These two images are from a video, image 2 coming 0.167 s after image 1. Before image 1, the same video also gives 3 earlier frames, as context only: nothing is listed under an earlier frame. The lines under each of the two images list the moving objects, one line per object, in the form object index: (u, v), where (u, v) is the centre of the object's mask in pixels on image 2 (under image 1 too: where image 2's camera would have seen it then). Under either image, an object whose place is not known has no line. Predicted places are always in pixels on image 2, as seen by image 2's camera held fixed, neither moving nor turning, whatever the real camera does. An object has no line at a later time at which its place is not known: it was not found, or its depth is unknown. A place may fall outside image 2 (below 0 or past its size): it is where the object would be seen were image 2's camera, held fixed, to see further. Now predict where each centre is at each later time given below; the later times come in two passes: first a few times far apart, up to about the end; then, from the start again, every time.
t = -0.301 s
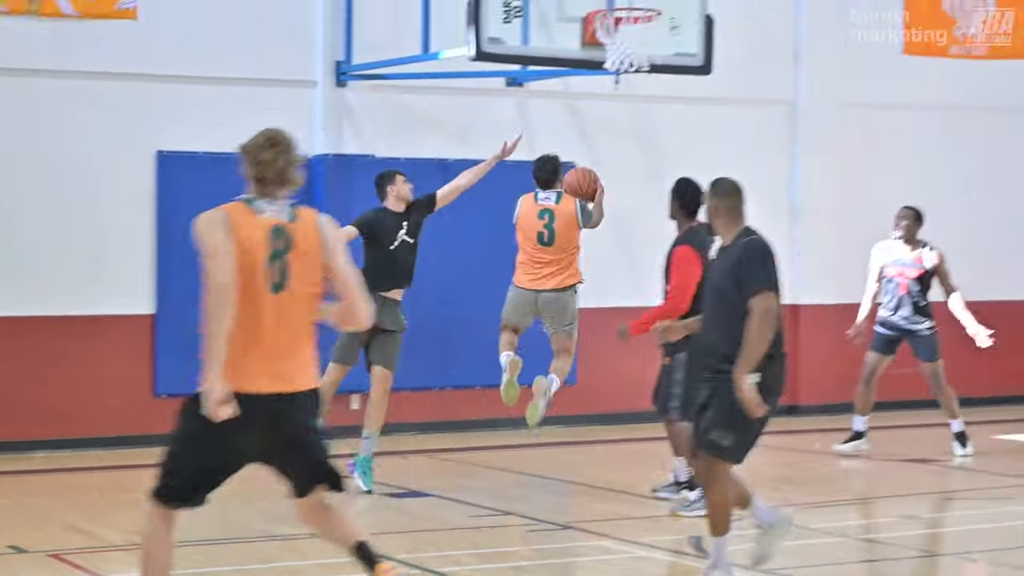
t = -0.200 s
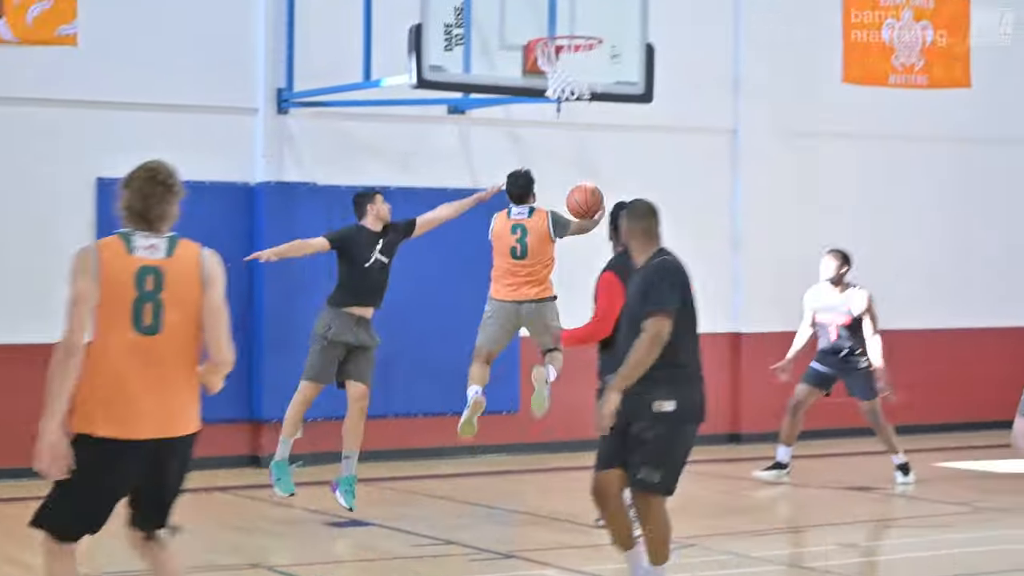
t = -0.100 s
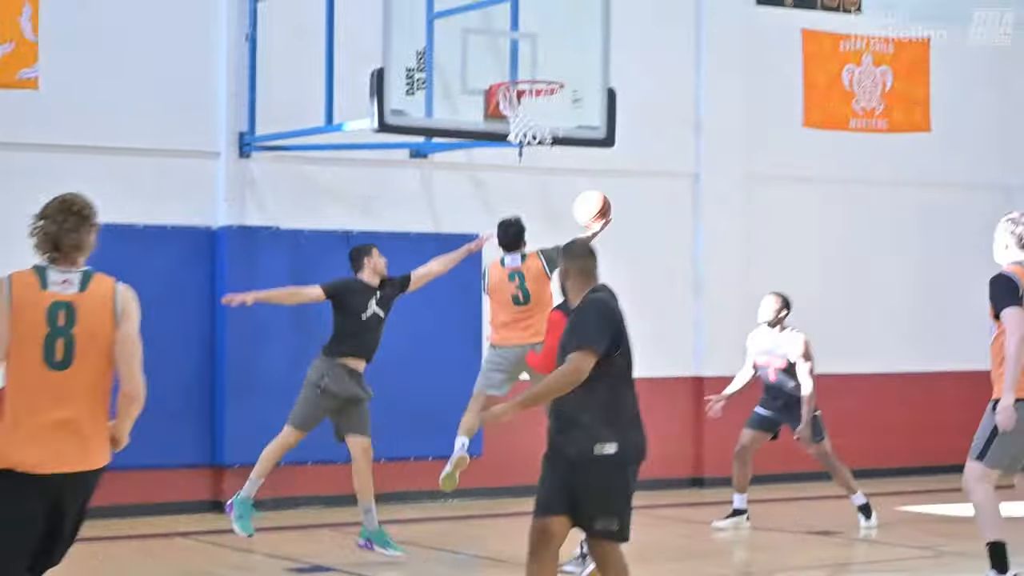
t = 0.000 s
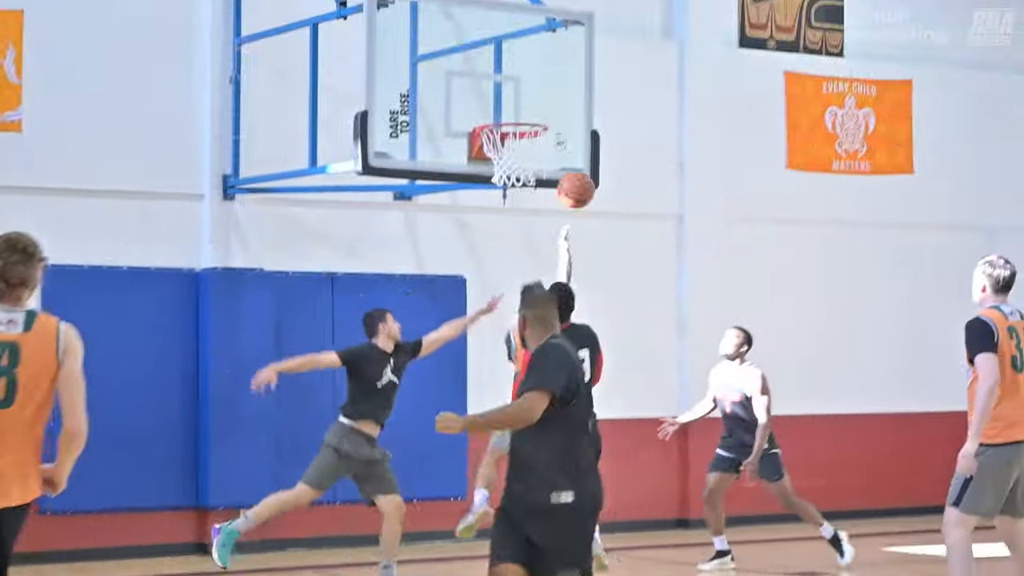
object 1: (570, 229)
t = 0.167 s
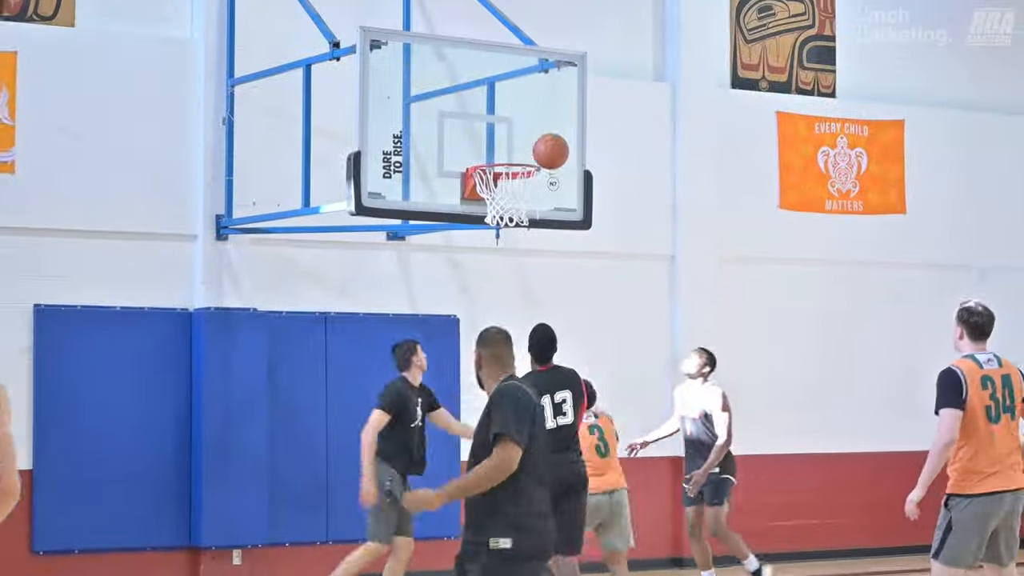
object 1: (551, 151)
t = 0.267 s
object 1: (540, 124)
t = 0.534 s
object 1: (513, 126)
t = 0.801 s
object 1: (505, 151)
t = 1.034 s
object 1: (518, 147)
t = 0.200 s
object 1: (547, 140)
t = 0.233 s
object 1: (543, 131)
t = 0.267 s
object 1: (540, 124)
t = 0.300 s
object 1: (536, 119)
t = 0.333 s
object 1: (533, 115)
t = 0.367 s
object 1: (529, 113)
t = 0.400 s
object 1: (526, 112)
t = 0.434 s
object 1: (523, 113)
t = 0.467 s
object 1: (519, 116)
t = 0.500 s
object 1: (516, 120)
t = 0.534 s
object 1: (513, 126)
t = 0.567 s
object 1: (510, 133)
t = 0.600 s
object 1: (507, 142)
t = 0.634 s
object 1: (503, 151)
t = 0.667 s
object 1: (503, 153)
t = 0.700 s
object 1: (504, 152)
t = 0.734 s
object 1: (504, 151)
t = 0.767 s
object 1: (505, 150)
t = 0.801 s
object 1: (505, 151)
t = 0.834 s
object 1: (507, 150)
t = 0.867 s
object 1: (509, 146)
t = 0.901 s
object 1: (511, 143)
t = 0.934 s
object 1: (513, 142)
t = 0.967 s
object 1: (514, 142)
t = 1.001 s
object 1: (516, 145)
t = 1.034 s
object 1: (518, 147)
